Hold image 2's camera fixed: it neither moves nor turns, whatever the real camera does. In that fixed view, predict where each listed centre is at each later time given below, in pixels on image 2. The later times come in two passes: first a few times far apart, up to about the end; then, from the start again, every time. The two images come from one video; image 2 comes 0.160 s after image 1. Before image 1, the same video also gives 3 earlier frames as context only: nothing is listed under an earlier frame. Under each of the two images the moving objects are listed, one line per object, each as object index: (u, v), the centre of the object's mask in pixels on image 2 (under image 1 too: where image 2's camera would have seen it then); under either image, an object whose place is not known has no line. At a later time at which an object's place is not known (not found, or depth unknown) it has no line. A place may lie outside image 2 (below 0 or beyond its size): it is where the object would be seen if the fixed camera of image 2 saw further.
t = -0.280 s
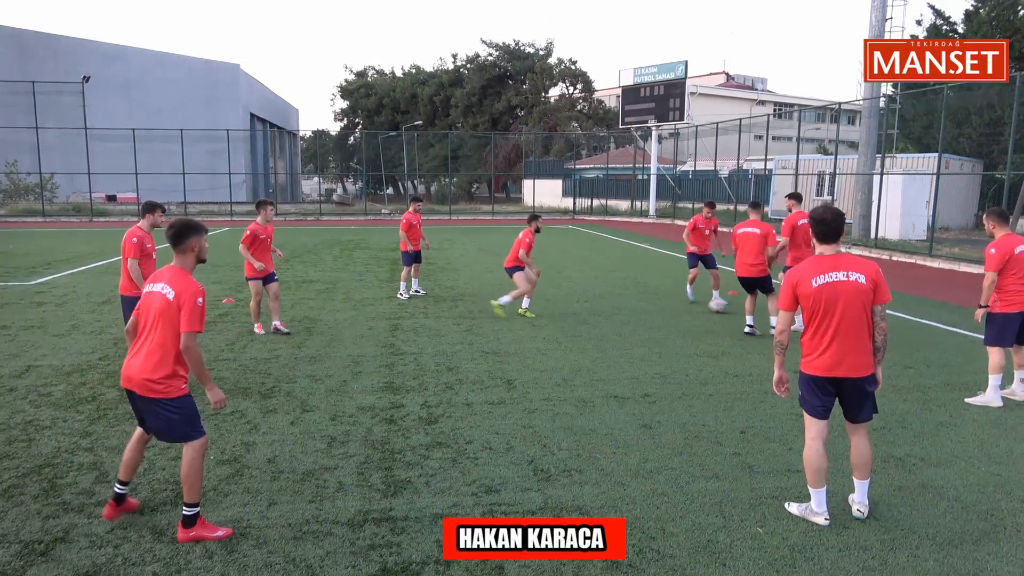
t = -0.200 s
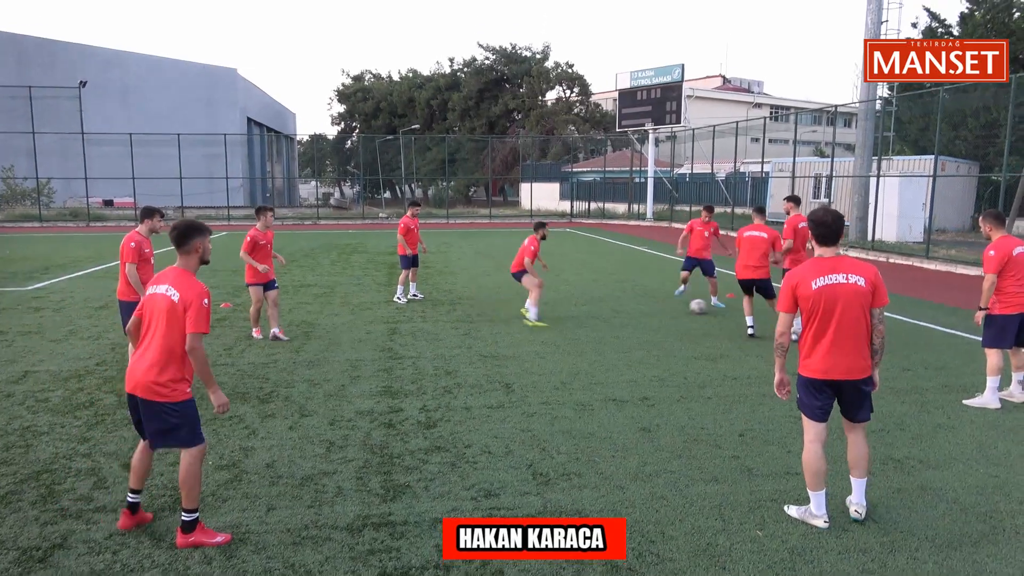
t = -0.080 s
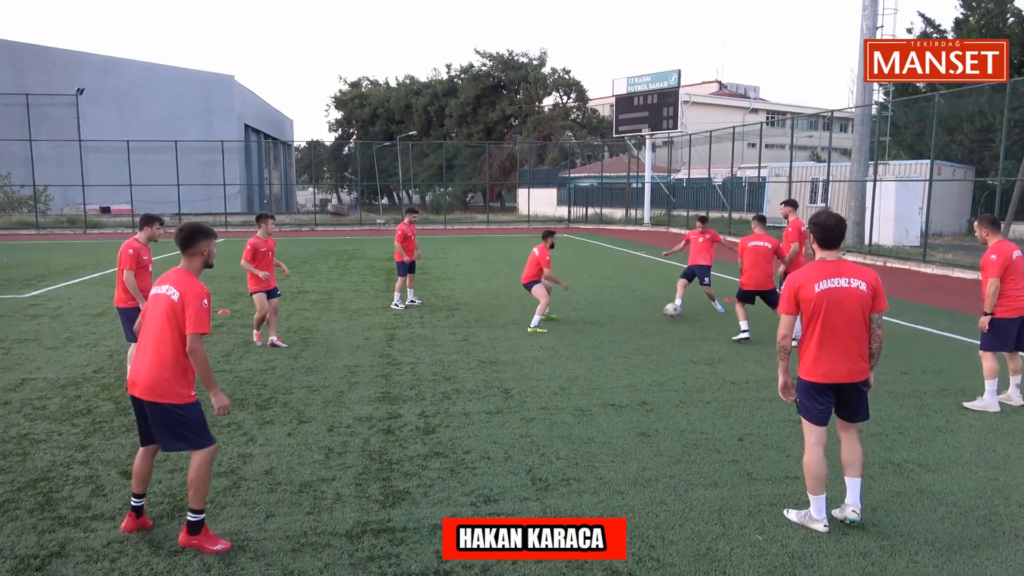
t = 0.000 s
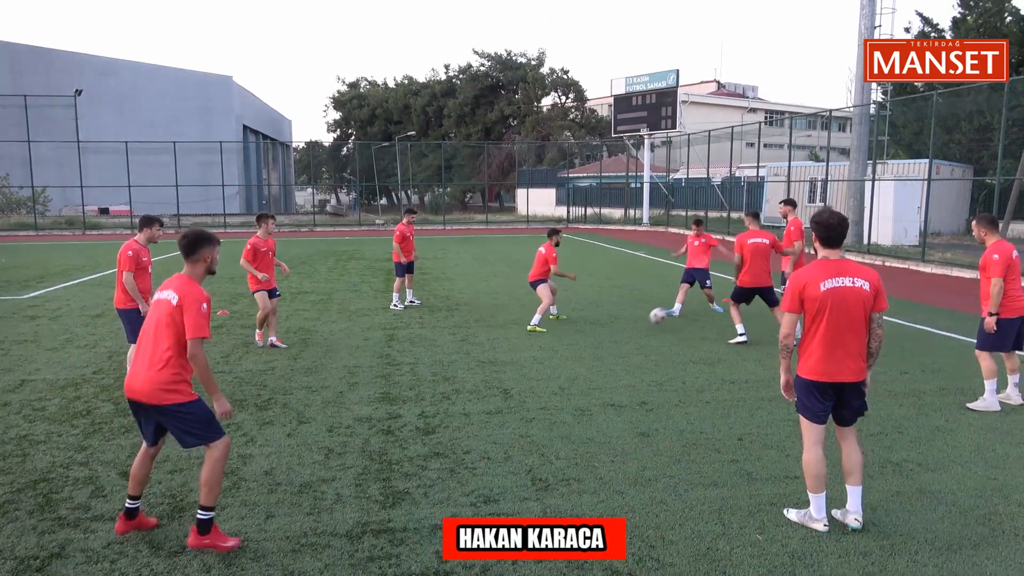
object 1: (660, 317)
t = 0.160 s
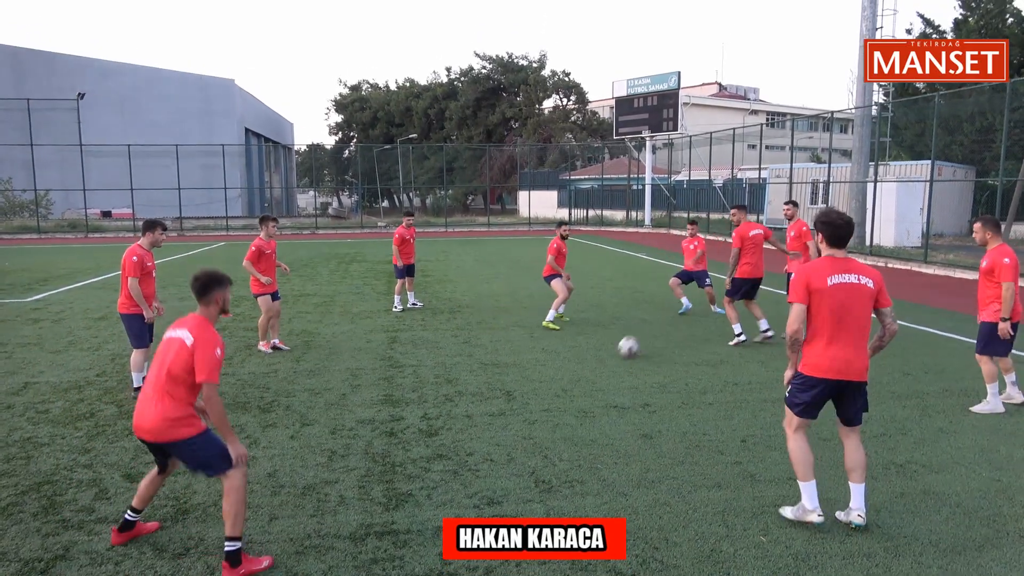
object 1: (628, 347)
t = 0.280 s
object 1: (601, 362)
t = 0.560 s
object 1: (508, 429)
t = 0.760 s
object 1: (408, 502)
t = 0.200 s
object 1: (619, 354)
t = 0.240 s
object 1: (610, 357)
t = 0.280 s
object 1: (601, 362)
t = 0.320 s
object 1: (590, 369)
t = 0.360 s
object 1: (578, 380)
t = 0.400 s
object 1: (565, 393)
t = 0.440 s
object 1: (552, 404)
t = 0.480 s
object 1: (539, 409)
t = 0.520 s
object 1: (524, 418)
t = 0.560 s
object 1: (508, 429)
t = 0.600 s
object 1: (491, 444)
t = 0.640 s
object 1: (472, 462)
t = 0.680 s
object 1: (451, 474)
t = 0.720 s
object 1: (432, 486)
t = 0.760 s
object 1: (408, 502)
